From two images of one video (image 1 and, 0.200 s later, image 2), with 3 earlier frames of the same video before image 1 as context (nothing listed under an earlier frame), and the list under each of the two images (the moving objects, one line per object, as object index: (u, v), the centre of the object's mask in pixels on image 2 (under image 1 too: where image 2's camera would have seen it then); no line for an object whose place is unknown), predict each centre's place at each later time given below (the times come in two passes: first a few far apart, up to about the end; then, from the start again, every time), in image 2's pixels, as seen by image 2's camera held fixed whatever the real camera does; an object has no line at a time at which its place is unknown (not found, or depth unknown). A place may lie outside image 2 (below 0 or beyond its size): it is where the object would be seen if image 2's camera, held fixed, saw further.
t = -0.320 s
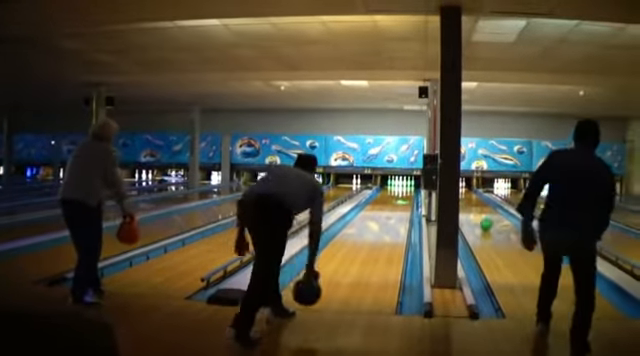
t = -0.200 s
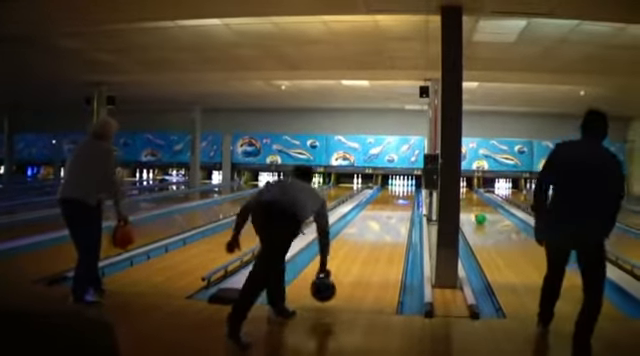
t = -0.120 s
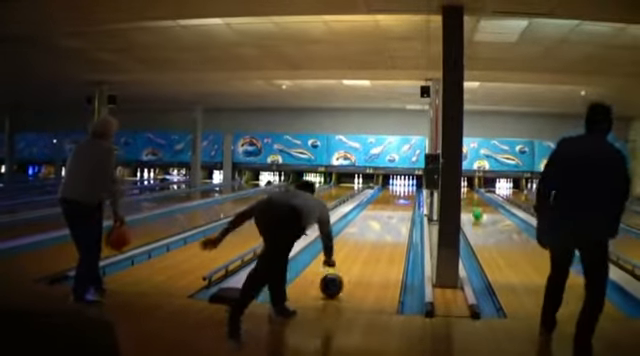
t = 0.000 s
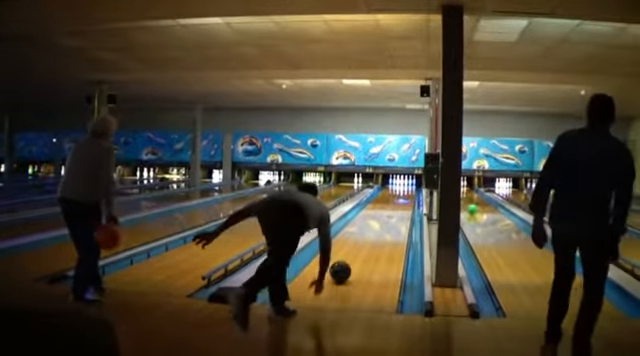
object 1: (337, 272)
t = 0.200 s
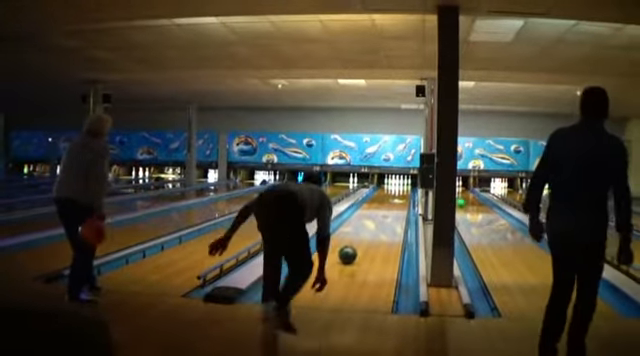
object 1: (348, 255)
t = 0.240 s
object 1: (349, 252)
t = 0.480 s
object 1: (363, 237)
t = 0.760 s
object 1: (369, 224)
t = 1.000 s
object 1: (376, 217)
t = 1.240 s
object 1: (381, 210)
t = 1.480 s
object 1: (384, 205)
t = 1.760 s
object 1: (388, 201)
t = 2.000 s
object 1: (388, 200)
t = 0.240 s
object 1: (349, 252)
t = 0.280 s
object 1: (351, 250)
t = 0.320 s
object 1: (354, 248)
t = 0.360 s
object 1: (356, 245)
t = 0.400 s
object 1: (358, 243)
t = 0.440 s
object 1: (361, 240)
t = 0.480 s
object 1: (363, 237)
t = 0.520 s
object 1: (364, 235)
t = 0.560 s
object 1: (366, 233)
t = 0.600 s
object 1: (367, 230)
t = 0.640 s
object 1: (368, 228)
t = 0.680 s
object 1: (369, 226)
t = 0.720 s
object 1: (369, 225)
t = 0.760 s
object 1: (369, 224)
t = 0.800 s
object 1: (370, 224)
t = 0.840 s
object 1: (371, 222)
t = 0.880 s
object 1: (372, 221)
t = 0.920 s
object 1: (373, 219)
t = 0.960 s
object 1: (375, 218)
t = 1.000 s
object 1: (376, 217)
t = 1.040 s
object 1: (376, 216)
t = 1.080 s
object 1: (377, 214)
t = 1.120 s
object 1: (379, 213)
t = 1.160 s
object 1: (380, 212)
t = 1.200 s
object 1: (380, 211)
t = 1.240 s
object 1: (381, 210)
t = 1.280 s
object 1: (382, 210)
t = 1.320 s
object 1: (382, 209)
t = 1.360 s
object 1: (383, 208)
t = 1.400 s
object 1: (383, 207)
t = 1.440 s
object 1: (383, 207)
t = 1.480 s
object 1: (384, 205)
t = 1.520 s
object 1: (384, 205)
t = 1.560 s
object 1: (385, 205)
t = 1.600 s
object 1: (385, 205)
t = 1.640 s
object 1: (386, 203)
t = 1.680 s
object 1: (387, 203)
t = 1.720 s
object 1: (387, 203)
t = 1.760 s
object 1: (388, 201)
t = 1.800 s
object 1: (388, 201)
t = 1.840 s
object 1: (388, 200)
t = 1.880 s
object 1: (388, 200)
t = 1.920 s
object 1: (388, 200)
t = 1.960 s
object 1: (387, 200)
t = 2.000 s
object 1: (388, 200)
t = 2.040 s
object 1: (387, 199)
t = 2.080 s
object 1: (388, 198)
